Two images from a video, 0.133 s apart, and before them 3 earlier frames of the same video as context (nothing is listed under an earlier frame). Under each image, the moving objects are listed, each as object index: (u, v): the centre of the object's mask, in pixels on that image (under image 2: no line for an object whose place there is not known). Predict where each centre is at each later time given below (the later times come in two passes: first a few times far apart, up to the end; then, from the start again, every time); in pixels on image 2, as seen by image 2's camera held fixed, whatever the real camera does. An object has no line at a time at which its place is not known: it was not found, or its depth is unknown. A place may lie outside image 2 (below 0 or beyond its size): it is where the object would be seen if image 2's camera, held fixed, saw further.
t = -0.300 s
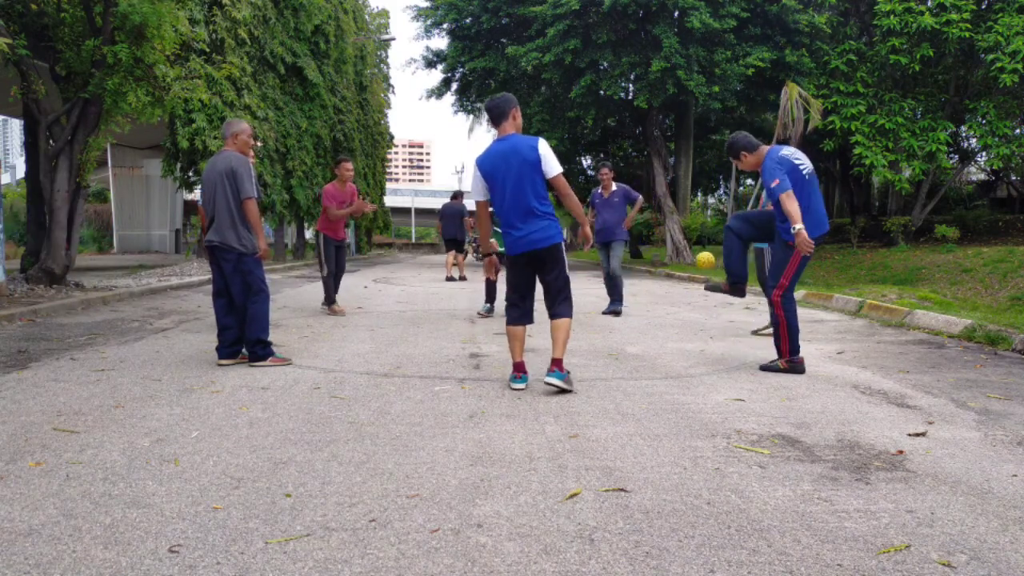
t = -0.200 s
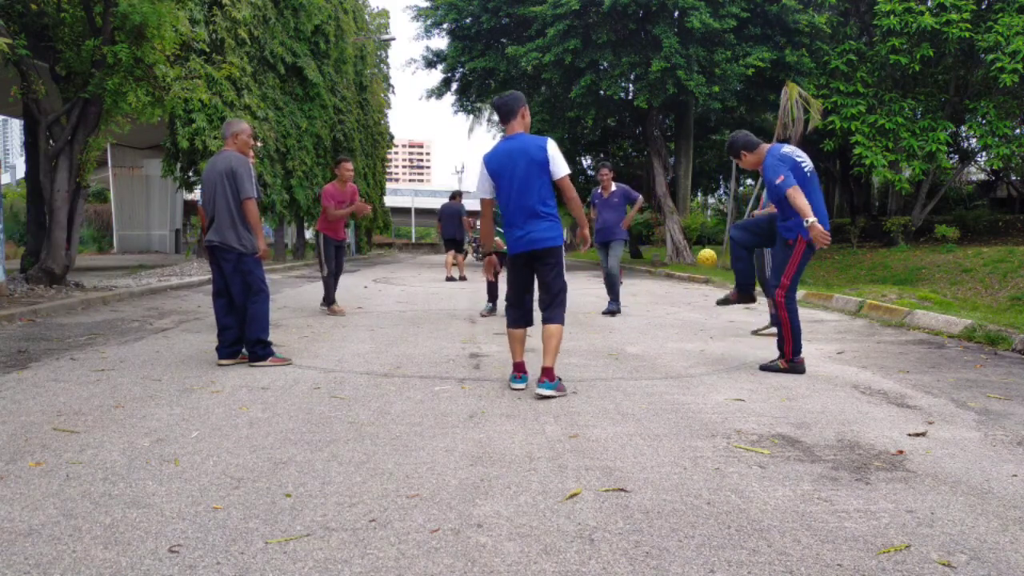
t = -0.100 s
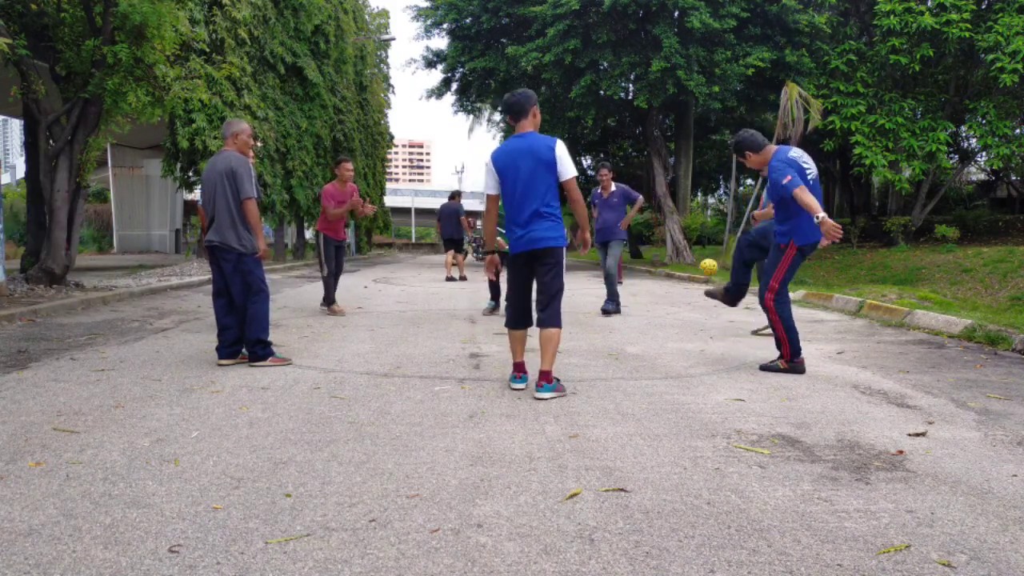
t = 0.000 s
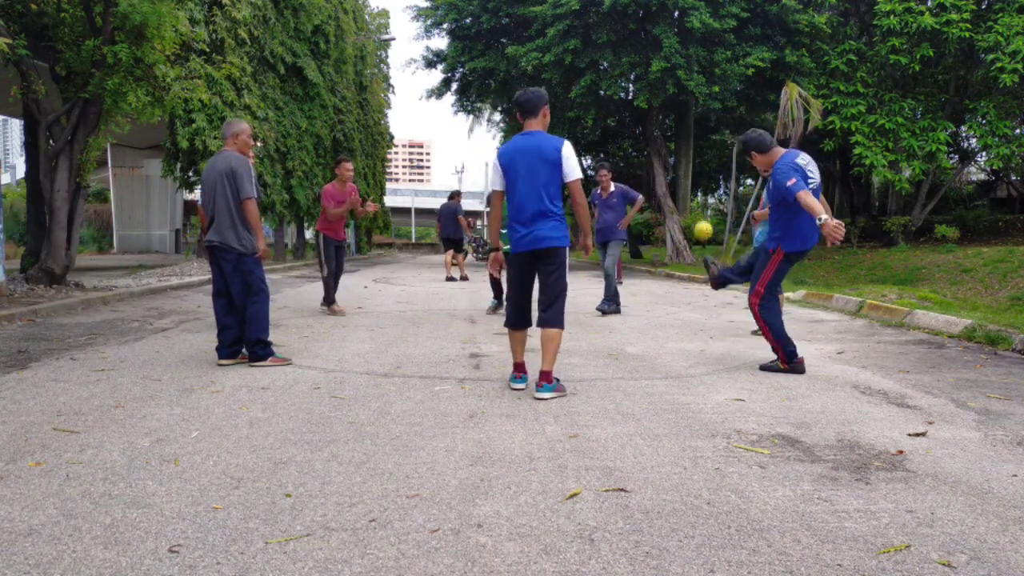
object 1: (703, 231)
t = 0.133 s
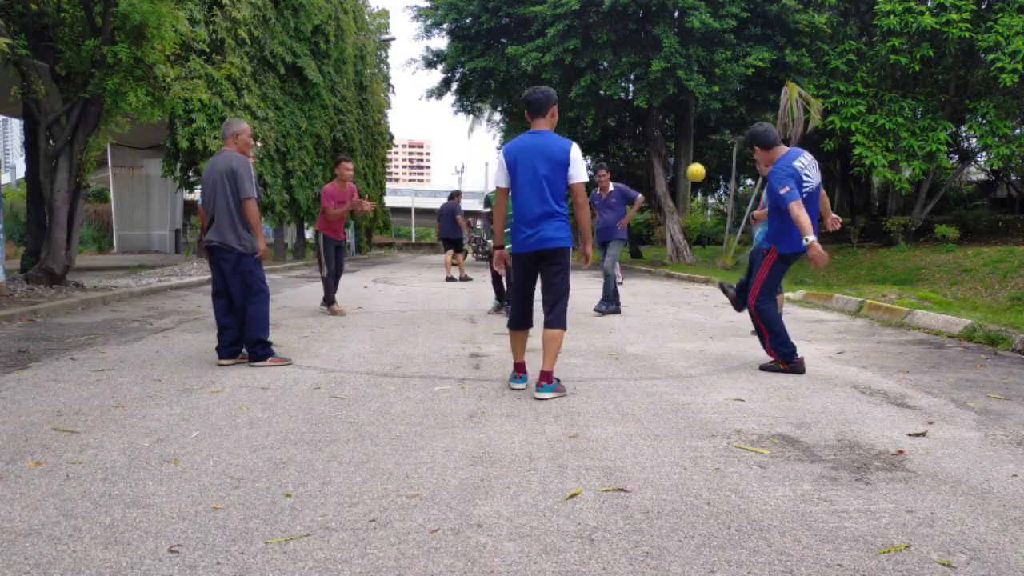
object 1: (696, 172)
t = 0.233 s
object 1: (690, 144)
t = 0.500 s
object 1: (675, 134)
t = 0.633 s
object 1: (667, 162)
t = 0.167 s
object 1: (694, 161)
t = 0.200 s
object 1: (692, 152)
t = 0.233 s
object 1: (690, 144)
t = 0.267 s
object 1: (688, 138)
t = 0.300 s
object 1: (686, 133)
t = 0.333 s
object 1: (685, 130)
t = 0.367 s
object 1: (683, 128)
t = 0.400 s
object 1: (681, 128)
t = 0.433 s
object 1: (679, 128)
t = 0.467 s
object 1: (677, 131)
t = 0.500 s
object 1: (675, 134)
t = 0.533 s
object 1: (673, 139)
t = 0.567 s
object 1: (671, 145)
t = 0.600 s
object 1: (669, 153)
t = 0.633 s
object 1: (667, 162)
